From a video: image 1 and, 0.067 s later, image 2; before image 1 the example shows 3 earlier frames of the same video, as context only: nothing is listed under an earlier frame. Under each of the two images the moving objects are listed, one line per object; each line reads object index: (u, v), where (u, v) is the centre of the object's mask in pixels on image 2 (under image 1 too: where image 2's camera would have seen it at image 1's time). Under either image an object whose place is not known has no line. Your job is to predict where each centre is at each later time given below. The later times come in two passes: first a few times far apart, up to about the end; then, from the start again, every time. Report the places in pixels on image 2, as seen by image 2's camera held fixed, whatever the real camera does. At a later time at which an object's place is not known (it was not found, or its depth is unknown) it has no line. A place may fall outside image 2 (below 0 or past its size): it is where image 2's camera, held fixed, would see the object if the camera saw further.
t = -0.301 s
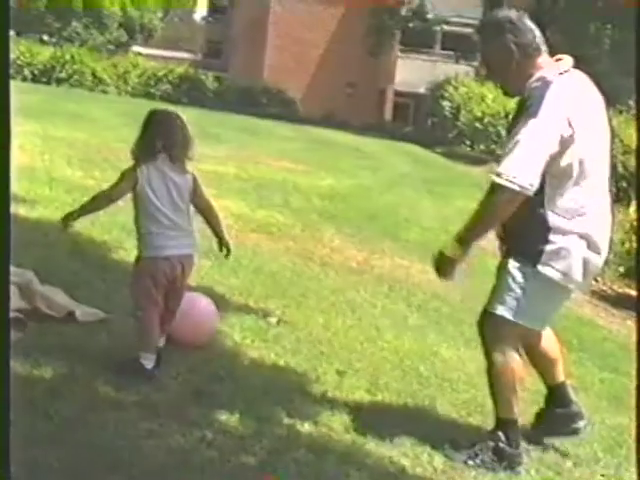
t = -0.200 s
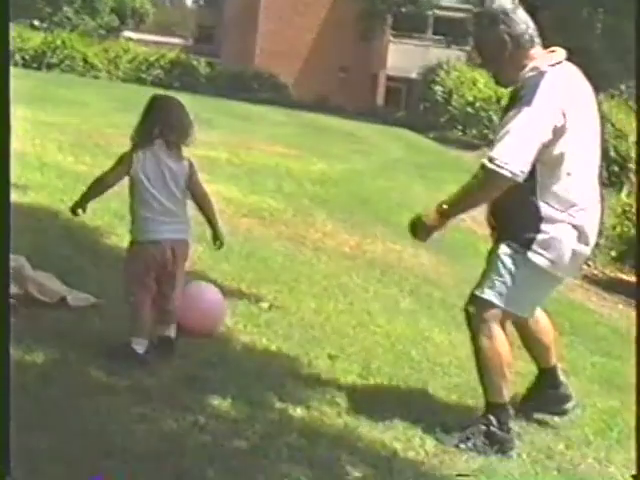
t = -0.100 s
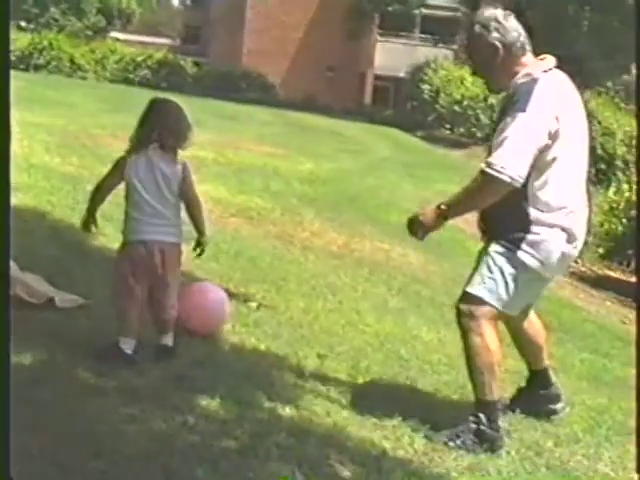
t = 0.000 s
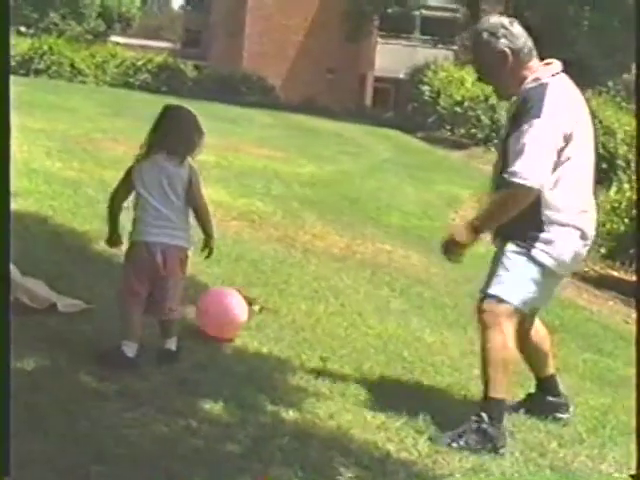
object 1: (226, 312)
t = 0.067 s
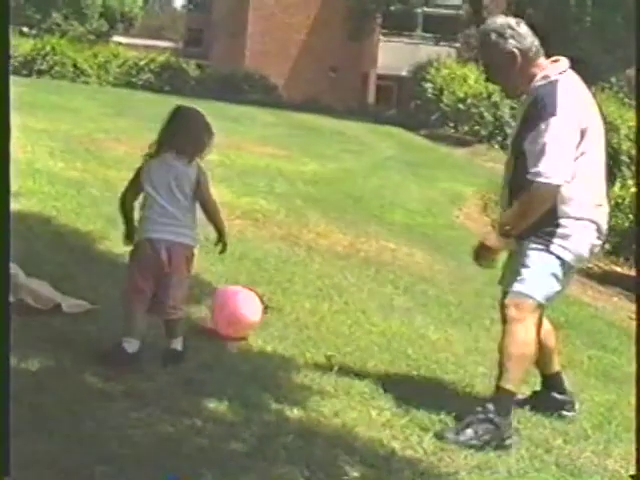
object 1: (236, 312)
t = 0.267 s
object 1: (261, 315)
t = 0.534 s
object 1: (291, 317)
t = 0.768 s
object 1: (309, 317)
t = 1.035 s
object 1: (324, 318)
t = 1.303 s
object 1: (342, 322)
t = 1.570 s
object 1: (363, 327)
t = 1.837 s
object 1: (380, 331)
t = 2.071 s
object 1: (397, 334)
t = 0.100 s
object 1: (240, 312)
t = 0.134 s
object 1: (244, 312)
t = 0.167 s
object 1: (248, 313)
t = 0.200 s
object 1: (253, 313)
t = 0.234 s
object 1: (257, 314)
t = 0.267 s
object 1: (261, 315)
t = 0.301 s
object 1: (265, 316)
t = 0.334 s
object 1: (269, 316)
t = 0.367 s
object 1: (273, 315)
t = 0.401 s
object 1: (276, 316)
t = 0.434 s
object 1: (279, 317)
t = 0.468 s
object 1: (283, 317)
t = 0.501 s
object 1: (287, 317)
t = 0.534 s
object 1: (291, 317)
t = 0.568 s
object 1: (294, 317)
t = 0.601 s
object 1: (297, 317)
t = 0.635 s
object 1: (300, 317)
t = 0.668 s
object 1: (303, 318)
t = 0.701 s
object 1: (305, 317)
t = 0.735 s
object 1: (307, 317)
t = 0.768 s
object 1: (309, 317)
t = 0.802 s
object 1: (311, 317)
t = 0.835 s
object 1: (313, 317)
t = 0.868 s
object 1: (315, 317)
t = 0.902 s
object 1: (318, 318)
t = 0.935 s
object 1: (320, 318)
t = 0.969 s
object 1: (321, 318)
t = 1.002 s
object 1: (323, 318)
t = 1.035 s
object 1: (324, 318)
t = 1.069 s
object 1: (326, 319)
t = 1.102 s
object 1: (328, 319)
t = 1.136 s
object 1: (331, 319)
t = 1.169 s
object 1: (333, 320)
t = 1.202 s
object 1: (335, 320)
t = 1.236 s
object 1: (337, 320)
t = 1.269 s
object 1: (339, 321)
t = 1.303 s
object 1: (342, 322)
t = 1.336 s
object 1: (344, 322)
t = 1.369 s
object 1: (347, 323)
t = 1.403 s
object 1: (350, 324)
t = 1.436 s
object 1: (354, 325)
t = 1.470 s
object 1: (356, 326)
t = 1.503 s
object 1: (358, 326)
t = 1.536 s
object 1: (360, 326)
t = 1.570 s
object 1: (363, 327)
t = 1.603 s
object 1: (365, 328)
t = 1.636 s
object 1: (367, 328)
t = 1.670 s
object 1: (369, 329)
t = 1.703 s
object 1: (371, 330)
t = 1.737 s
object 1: (373, 330)
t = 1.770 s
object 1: (375, 331)
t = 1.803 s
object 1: (378, 331)
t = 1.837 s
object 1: (380, 331)
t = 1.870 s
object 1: (383, 332)
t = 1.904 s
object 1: (385, 332)
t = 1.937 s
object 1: (388, 332)
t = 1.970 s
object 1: (390, 333)
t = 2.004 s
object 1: (392, 333)
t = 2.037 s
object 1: (395, 333)
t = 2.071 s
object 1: (397, 334)
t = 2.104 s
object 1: (399, 334)
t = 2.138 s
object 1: (401, 334)
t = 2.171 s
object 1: (402, 334)
